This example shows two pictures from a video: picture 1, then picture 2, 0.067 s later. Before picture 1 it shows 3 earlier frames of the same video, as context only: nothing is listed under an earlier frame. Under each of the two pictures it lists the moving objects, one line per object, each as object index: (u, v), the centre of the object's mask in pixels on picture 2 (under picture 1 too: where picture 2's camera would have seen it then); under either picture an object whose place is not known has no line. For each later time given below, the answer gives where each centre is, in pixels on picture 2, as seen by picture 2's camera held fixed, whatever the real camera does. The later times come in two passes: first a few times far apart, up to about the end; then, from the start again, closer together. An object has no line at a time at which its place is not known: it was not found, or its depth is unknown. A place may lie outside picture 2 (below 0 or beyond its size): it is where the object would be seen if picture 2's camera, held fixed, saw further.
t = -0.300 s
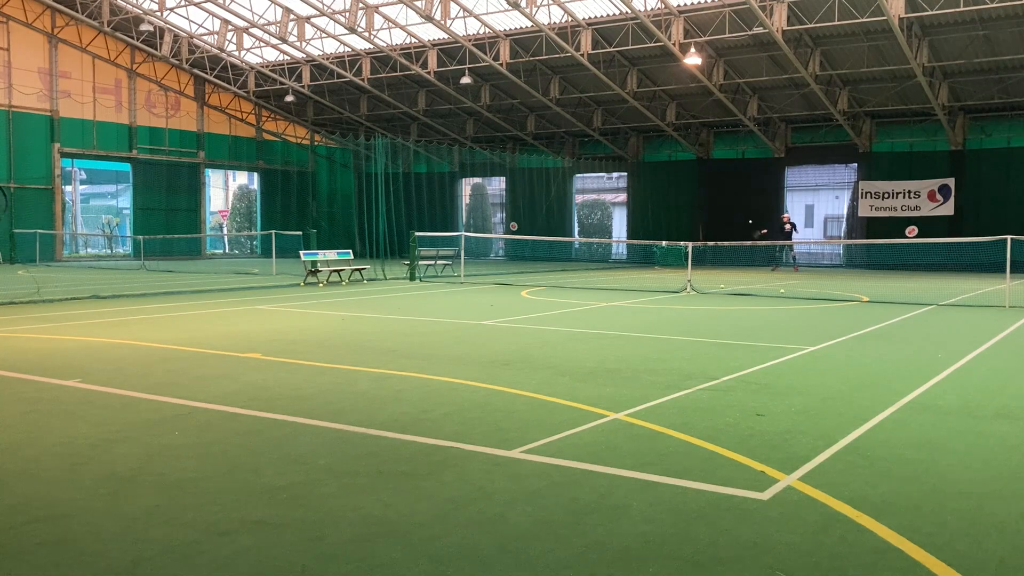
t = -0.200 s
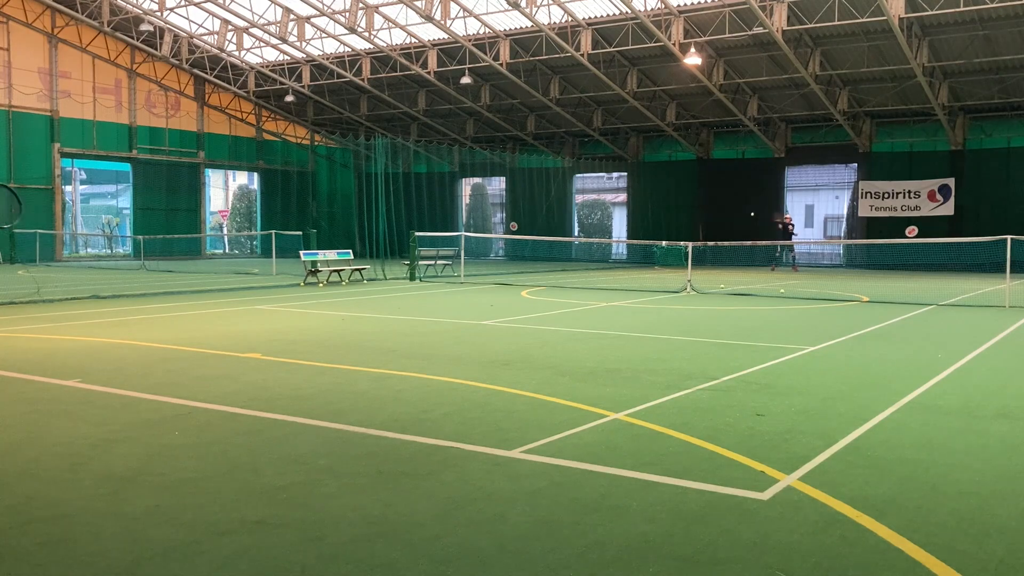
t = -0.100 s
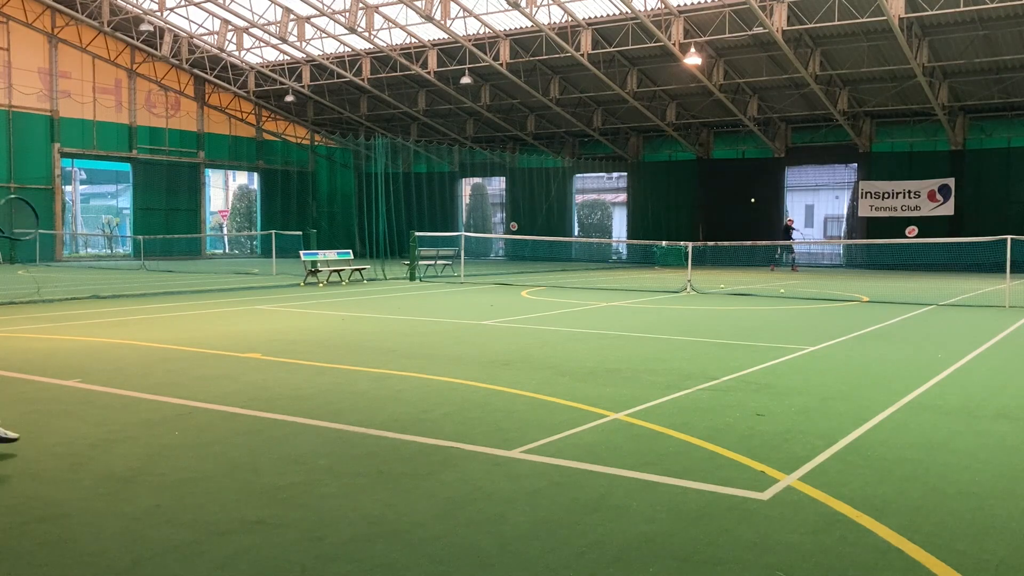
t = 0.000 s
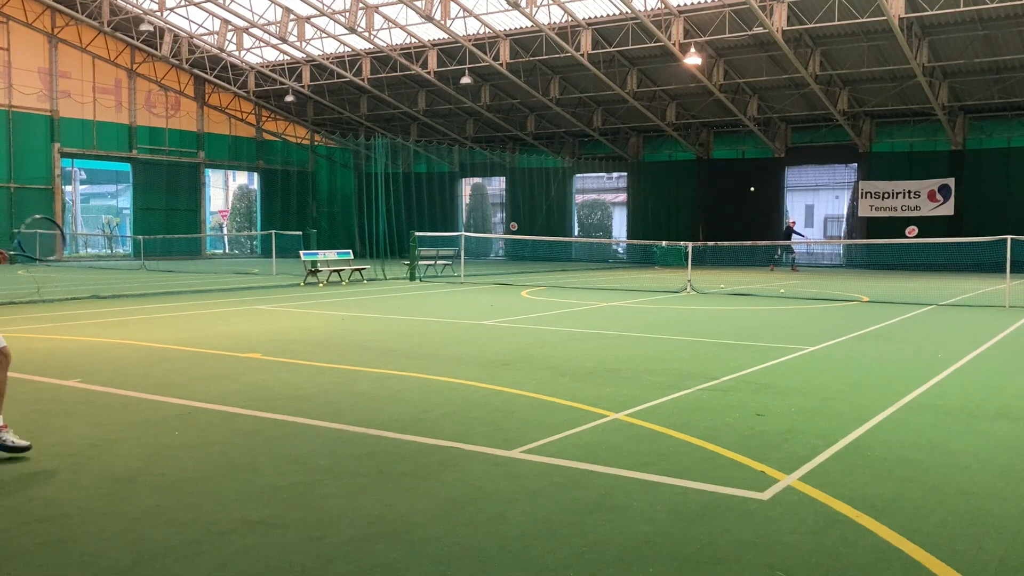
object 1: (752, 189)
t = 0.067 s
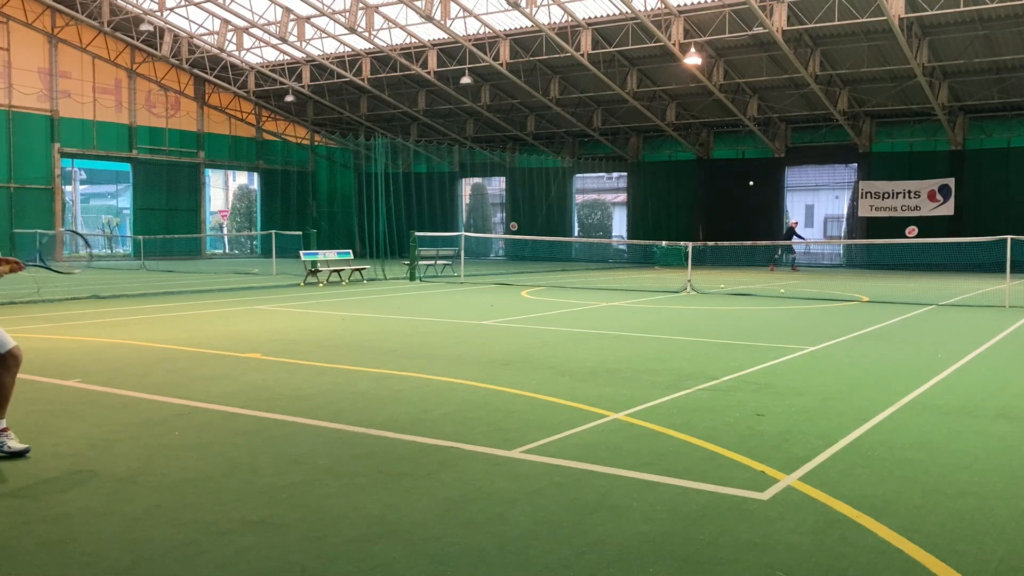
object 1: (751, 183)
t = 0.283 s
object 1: (743, 178)
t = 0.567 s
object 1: (716, 236)
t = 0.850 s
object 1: (652, 352)
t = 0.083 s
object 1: (751, 182)
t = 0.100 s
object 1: (750, 181)
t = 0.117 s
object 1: (750, 180)
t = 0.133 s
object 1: (749, 179)
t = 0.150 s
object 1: (749, 178)
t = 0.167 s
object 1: (748, 178)
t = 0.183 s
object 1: (748, 177)
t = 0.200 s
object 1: (747, 177)
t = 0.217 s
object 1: (747, 177)
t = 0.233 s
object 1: (746, 177)
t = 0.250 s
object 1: (745, 177)
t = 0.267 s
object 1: (744, 178)
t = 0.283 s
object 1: (743, 178)
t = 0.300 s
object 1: (743, 179)
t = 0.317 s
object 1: (742, 180)
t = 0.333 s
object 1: (740, 181)
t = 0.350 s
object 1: (739, 183)
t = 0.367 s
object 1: (738, 185)
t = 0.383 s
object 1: (737, 187)
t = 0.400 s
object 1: (735, 190)
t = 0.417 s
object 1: (734, 192)
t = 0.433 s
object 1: (733, 196)
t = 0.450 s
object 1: (731, 199)
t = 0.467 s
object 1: (729, 203)
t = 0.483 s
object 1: (727, 207)
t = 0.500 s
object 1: (725, 212)
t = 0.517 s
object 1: (723, 217)
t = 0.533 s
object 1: (721, 223)
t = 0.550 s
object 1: (719, 229)
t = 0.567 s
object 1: (716, 236)
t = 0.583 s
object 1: (714, 243)
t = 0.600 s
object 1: (711, 252)
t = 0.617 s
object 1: (708, 260)
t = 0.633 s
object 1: (705, 269)
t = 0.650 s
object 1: (702, 280)
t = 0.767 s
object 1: (671, 386)
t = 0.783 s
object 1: (667, 380)
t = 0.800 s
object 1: (664, 373)
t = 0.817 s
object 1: (660, 366)
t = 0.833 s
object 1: (655, 359)
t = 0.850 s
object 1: (652, 352)
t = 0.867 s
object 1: (647, 346)
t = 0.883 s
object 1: (642, 339)
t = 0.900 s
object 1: (637, 333)
